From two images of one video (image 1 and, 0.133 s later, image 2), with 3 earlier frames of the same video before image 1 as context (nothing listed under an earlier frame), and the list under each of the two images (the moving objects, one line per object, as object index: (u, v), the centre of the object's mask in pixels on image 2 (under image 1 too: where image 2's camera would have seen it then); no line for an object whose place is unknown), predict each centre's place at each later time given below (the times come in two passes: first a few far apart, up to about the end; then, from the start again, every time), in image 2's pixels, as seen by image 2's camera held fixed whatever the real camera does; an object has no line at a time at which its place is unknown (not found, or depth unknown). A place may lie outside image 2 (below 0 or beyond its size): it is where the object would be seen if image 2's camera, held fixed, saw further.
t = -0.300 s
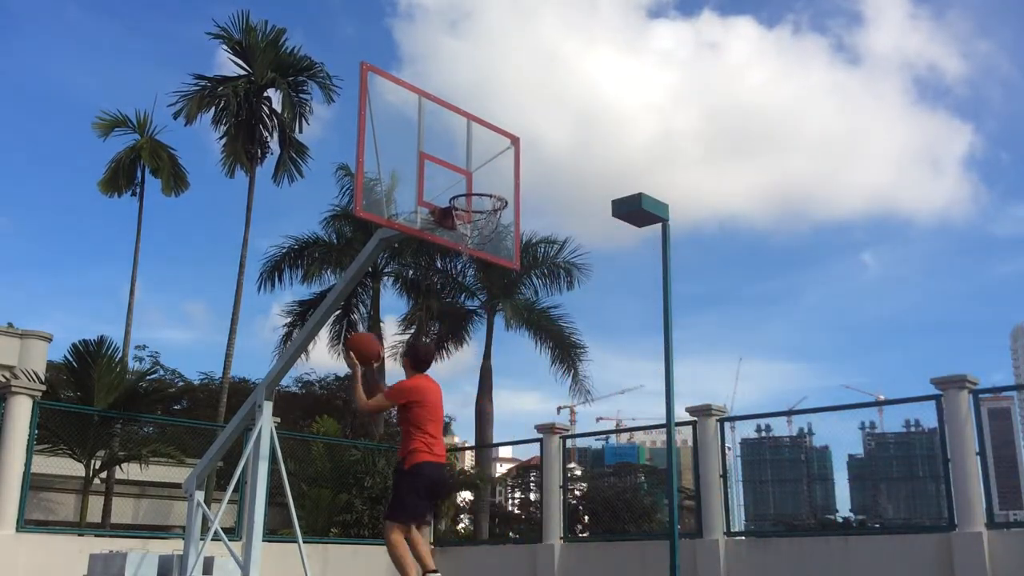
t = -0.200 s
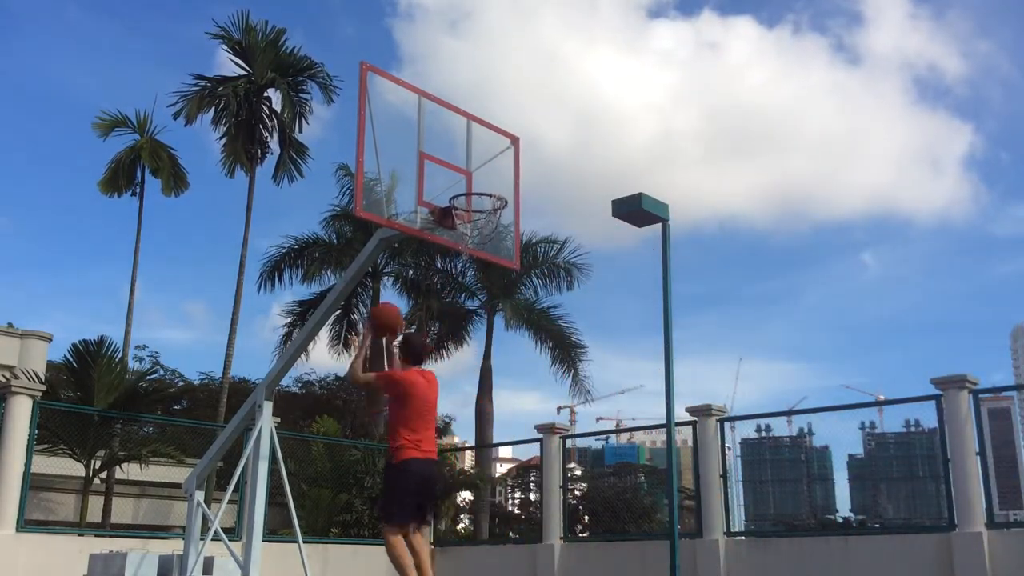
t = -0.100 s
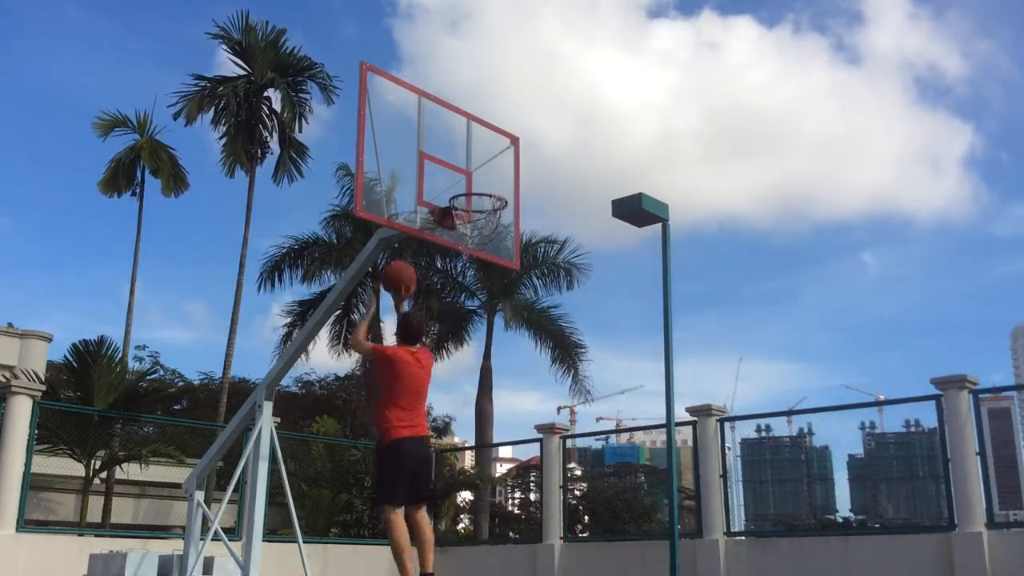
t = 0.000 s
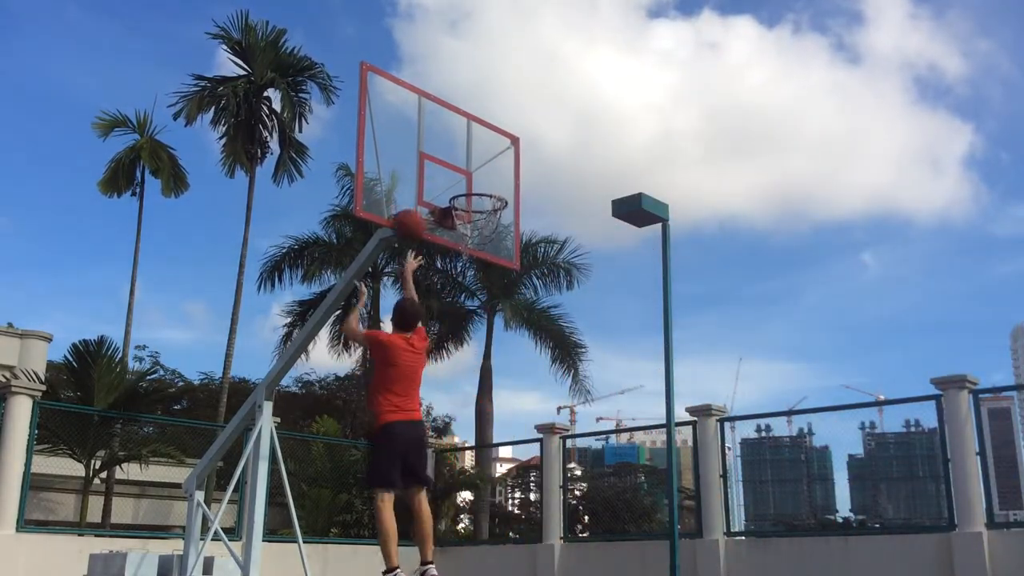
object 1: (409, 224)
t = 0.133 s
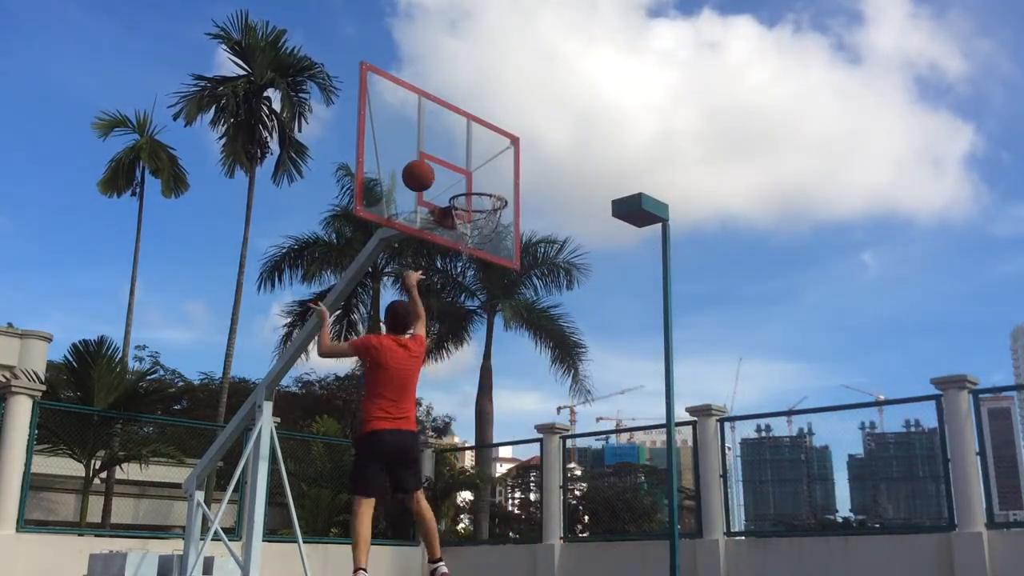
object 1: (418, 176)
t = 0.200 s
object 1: (422, 160)
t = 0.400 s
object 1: (443, 150)
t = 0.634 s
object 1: (475, 203)
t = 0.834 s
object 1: (501, 295)
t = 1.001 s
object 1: (522, 418)
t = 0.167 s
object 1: (420, 167)
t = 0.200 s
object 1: (422, 160)
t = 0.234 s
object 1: (425, 154)
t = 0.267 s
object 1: (426, 150)
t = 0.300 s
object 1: (429, 147)
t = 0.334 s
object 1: (434, 147)
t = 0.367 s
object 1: (438, 148)
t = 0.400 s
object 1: (443, 150)
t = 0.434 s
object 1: (447, 154)
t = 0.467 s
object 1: (452, 159)
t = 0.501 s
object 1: (456, 165)
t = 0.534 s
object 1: (461, 172)
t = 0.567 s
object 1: (465, 181)
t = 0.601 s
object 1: (470, 191)
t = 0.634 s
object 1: (475, 203)
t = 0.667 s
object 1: (479, 216)
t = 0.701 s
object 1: (486, 231)
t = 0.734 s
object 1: (488, 244)
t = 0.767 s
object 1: (493, 259)
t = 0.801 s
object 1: (498, 276)
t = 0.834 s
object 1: (501, 295)
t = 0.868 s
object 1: (506, 317)
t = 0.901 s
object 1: (509, 340)
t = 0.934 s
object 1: (514, 364)
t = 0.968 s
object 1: (518, 390)
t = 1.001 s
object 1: (522, 418)
